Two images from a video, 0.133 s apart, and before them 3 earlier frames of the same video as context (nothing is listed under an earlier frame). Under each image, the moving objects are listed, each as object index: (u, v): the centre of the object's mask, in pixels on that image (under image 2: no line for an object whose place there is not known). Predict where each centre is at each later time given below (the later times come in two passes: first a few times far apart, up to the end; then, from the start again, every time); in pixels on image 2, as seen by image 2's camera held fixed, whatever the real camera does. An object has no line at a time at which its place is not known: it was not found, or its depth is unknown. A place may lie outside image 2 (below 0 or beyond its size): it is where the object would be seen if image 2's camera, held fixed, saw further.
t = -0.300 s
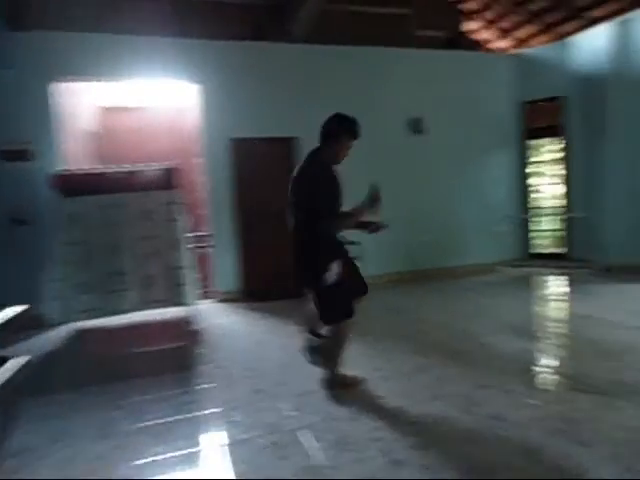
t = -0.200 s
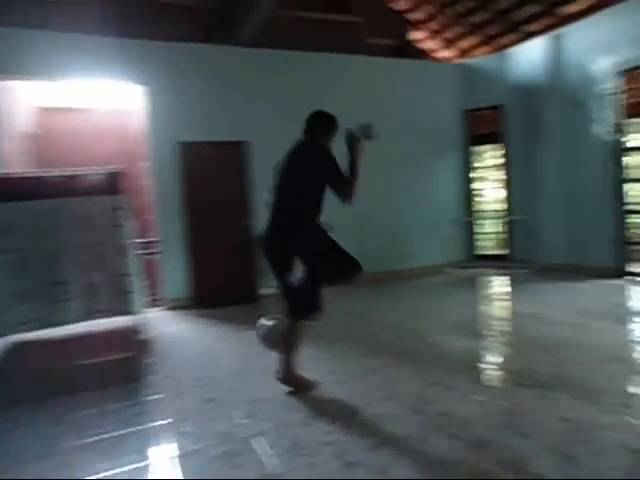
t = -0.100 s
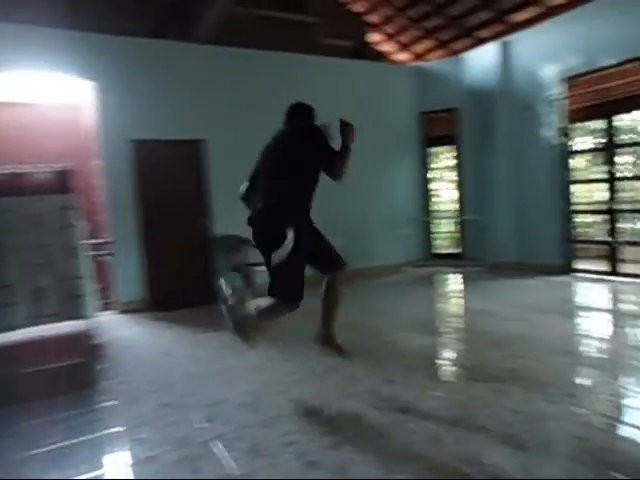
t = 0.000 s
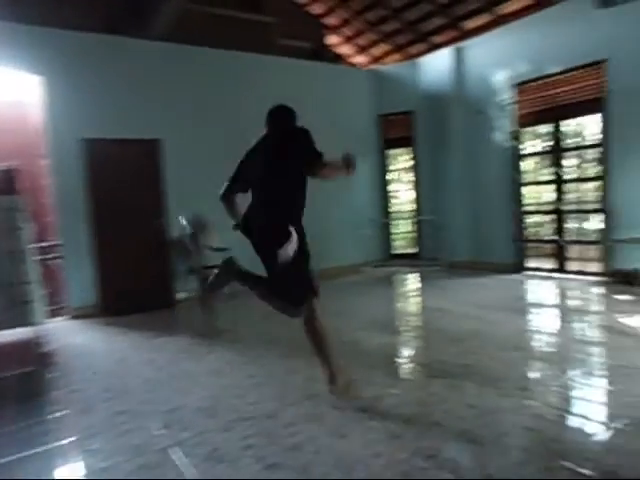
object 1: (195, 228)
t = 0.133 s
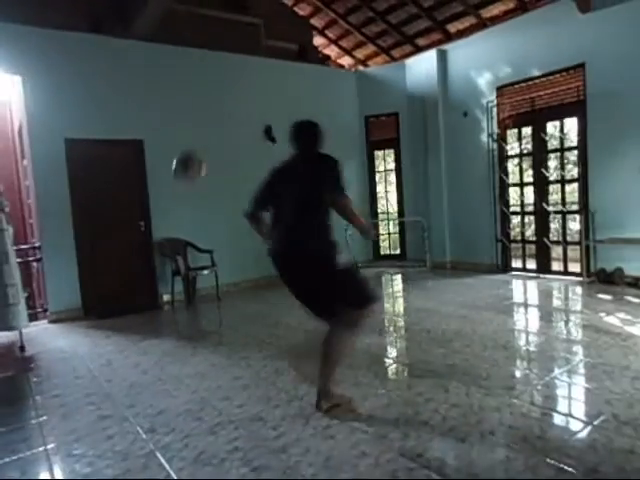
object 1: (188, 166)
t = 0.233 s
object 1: (194, 141)
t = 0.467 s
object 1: (209, 134)
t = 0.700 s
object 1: (226, 187)
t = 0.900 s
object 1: (241, 268)
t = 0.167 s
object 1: (191, 157)
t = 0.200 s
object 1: (192, 147)
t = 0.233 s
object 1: (194, 141)
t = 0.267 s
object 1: (196, 137)
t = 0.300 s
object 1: (198, 133)
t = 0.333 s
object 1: (200, 130)
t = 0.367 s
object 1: (202, 128)
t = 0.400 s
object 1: (204, 129)
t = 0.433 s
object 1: (206, 130)
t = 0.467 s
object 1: (209, 134)
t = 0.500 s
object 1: (212, 138)
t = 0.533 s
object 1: (214, 145)
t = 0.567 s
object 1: (216, 151)
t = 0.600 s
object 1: (218, 158)
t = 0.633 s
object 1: (221, 167)
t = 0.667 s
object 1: (224, 177)
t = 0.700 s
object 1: (226, 187)
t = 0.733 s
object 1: (228, 198)
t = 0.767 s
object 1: (230, 212)
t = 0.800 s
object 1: (234, 225)
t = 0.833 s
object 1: (236, 237)
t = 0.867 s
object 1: (238, 253)
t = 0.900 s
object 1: (241, 268)
